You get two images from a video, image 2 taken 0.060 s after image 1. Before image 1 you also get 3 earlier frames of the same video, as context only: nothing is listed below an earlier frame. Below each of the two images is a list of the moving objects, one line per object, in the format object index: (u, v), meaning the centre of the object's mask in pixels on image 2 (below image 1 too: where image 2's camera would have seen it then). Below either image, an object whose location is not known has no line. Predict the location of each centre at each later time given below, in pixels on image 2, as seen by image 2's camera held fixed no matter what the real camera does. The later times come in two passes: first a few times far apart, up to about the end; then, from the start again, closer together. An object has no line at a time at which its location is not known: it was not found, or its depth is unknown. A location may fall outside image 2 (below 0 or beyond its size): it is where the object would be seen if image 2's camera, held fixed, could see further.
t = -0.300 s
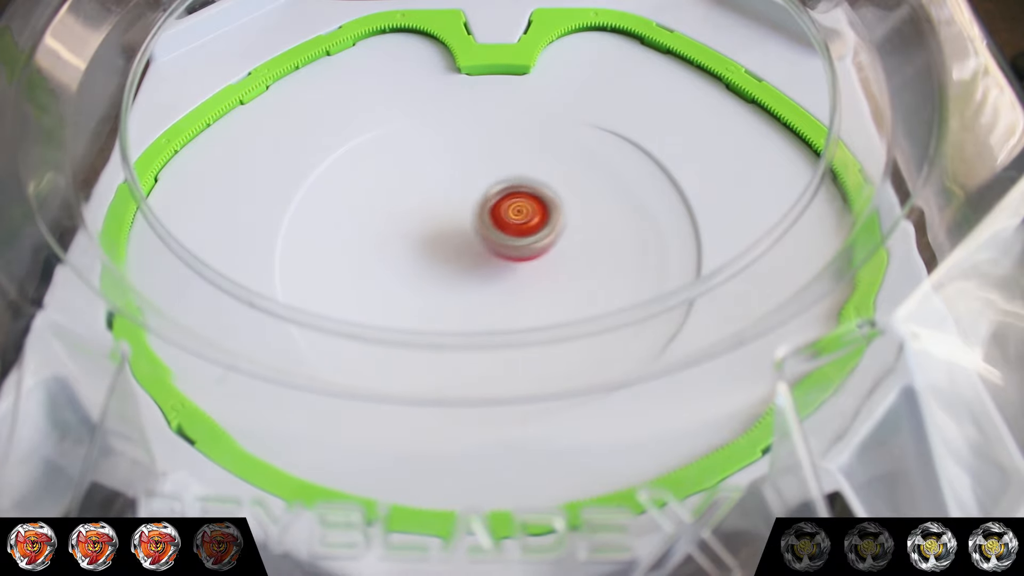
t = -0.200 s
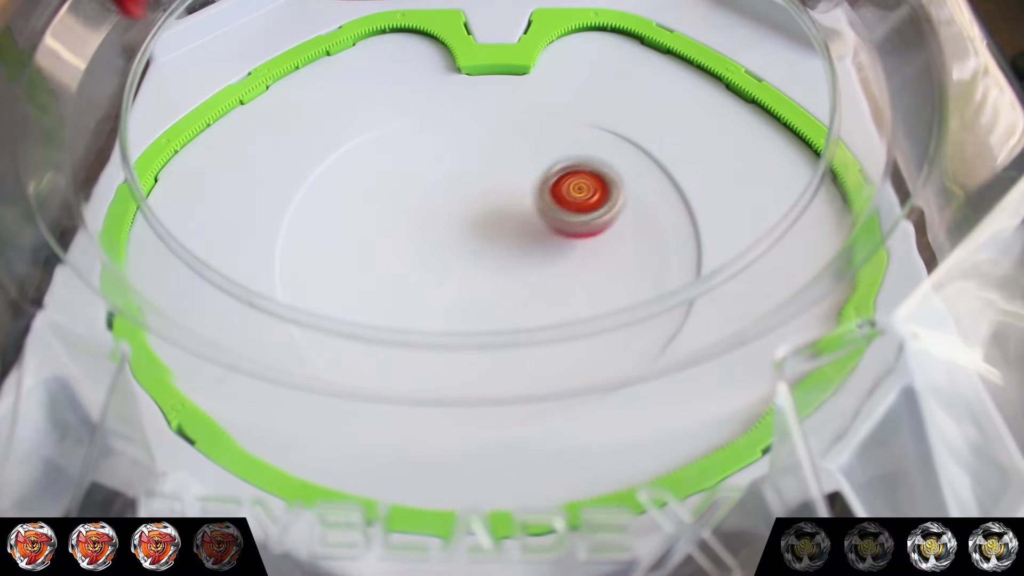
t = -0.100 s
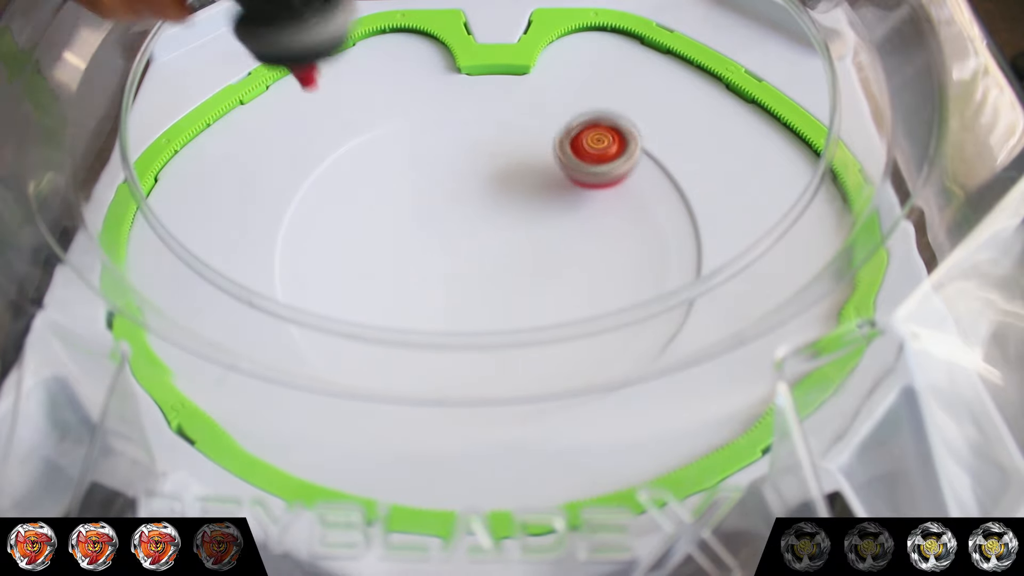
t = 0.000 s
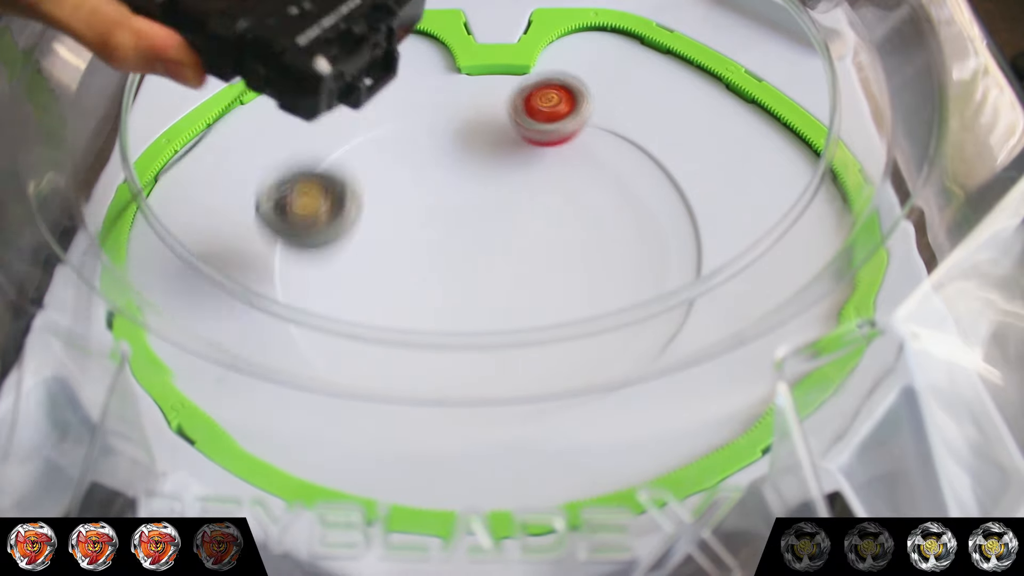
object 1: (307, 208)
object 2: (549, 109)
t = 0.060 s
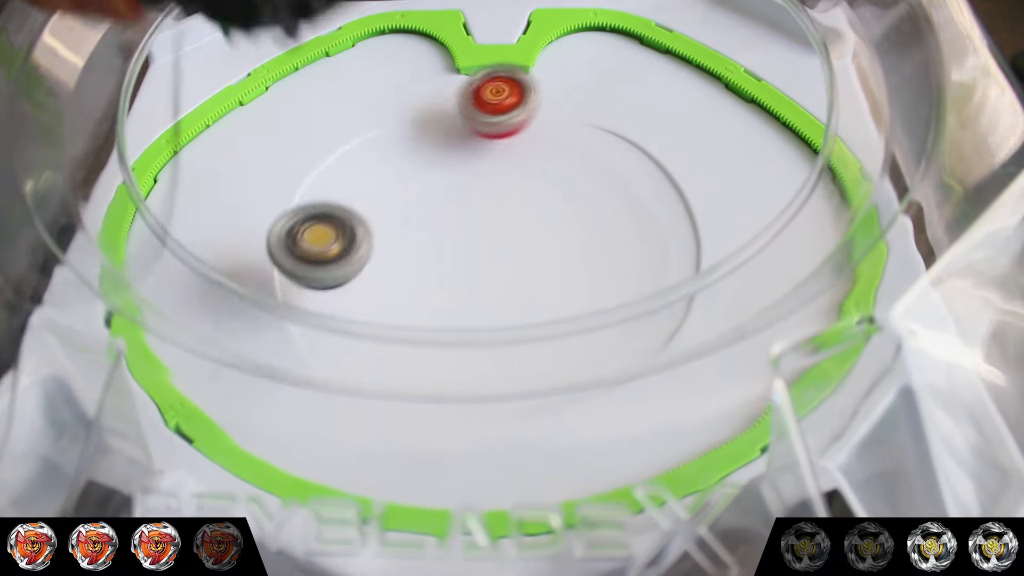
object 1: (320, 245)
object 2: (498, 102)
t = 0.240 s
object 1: (465, 281)
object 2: (369, 184)
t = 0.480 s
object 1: (635, 105)
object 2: (522, 332)
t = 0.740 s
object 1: (514, 159)
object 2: (661, 151)
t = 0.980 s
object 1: (390, 456)
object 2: (406, 68)
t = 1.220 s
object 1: (689, 165)
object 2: (222, 174)
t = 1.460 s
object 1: (381, 204)
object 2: (219, 367)
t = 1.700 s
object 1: (311, 330)
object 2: (799, 314)
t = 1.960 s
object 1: (715, 127)
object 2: (380, 223)
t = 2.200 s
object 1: (648, 89)
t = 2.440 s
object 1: (433, 69)
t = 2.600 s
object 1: (405, 85)
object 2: (529, 50)
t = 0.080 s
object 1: (328, 241)
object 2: (479, 104)
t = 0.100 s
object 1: (340, 242)
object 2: (459, 107)
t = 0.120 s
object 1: (353, 249)
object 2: (442, 112)
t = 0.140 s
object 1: (368, 263)
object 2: (425, 120)
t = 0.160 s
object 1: (383, 280)
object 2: (409, 130)
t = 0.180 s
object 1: (401, 289)
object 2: (395, 141)
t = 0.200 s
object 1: (421, 286)
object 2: (385, 154)
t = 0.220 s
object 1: (443, 286)
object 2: (375, 169)
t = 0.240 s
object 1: (465, 281)
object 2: (369, 184)
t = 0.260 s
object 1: (488, 275)
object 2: (364, 200)
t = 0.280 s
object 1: (511, 265)
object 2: (363, 217)
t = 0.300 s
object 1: (533, 254)
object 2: (364, 235)
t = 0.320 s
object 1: (553, 241)
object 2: (370, 252)
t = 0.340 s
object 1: (572, 226)
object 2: (378, 267)
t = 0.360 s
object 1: (589, 210)
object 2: (390, 282)
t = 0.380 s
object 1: (602, 193)
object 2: (405, 296)
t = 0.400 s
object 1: (615, 175)
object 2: (425, 302)
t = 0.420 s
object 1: (624, 158)
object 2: (446, 319)
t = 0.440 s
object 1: (630, 139)
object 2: (469, 326)
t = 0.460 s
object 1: (635, 123)
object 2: (495, 331)
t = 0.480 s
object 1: (635, 105)
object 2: (522, 332)
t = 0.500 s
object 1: (630, 89)
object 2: (548, 329)
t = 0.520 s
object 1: (625, 79)
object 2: (574, 325)
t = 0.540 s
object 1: (619, 73)
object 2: (598, 317)
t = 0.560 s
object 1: (611, 60)
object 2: (623, 306)
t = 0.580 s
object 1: (603, 50)
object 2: (644, 291)
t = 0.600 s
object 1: (594, 38)
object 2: (661, 277)
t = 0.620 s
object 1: (584, 27)
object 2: (677, 259)
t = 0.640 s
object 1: (573, 20)
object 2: (689, 241)
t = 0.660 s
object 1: (562, 24)
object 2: (695, 224)
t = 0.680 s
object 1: (552, 43)
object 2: (694, 204)
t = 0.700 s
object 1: (541, 73)
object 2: (686, 186)
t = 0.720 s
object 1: (529, 111)
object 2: (674, 168)
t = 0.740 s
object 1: (514, 159)
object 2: (661, 151)
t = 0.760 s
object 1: (502, 186)
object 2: (645, 134)
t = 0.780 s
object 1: (488, 217)
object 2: (628, 118)
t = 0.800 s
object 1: (471, 259)
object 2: (609, 105)
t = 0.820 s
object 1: (456, 291)
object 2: (589, 93)
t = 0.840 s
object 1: (440, 316)
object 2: (566, 83)
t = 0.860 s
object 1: (423, 351)
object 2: (543, 78)
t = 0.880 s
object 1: (408, 380)
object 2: (519, 73)
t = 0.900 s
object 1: (397, 397)
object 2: (496, 68)
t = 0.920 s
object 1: (386, 421)
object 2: (472, 65)
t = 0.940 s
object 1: (376, 450)
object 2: (448, 66)
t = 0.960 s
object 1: (372, 459)
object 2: (426, 66)
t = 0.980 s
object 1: (390, 456)
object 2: (406, 68)
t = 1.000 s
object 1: (418, 449)
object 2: (382, 74)
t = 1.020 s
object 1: (448, 427)
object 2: (362, 76)
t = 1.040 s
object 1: (479, 406)
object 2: (343, 83)
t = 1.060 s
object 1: (510, 389)
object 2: (326, 90)
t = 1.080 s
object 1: (539, 367)
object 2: (310, 97)
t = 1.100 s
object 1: (569, 346)
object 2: (295, 107)
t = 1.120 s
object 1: (598, 322)
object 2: (281, 116)
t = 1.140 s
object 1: (623, 295)
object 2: (268, 126)
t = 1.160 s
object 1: (643, 262)
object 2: (255, 138)
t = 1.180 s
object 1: (667, 232)
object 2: (243, 148)
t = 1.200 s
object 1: (681, 198)
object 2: (230, 160)
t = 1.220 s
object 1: (689, 165)
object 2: (222, 174)
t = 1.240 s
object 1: (675, 132)
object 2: (212, 188)
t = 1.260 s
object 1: (662, 106)
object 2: (200, 202)
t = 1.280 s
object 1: (647, 86)
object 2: (201, 216)
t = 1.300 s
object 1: (633, 65)
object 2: (189, 234)
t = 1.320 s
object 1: (622, 41)
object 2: (181, 253)
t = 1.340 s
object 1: (610, 24)
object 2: (182, 267)
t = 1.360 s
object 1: (598, 14)
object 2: (185, 281)
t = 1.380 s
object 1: (562, 26)
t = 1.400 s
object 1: (521, 53)
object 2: (187, 322)
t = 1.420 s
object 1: (479, 92)
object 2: (196, 336)
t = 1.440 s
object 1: (432, 141)
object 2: (206, 353)
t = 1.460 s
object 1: (381, 204)
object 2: (219, 367)
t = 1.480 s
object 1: (335, 237)
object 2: (234, 382)
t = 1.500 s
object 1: (291, 272)
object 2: (254, 396)
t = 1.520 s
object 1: (267, 297)
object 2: (276, 408)
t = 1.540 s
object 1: (250, 309)
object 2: (302, 434)
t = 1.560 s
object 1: (228, 323)
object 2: (334, 453)
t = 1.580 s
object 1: (210, 342)
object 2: (410, 452)
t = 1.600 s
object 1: (195, 365)
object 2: (486, 450)
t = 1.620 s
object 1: (200, 378)
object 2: (562, 441)
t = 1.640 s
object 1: (225, 367)
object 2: (630, 430)
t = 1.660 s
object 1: (251, 358)
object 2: (697, 415)
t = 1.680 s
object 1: (280, 345)
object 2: (752, 378)
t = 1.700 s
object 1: (311, 330)
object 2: (799, 314)
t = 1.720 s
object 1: (337, 321)
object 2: (841, 253)
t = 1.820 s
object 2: (663, 24)
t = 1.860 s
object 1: (552, 214)
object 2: (551, 29)
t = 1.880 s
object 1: (576, 190)
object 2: (533, 72)
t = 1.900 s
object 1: (597, 164)
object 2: (517, 128)
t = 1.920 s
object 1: (642, 153)
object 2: (475, 162)
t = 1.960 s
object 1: (715, 127)
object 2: (380, 223)
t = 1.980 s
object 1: (744, 124)
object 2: (332, 249)
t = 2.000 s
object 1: (771, 124)
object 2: (294, 266)
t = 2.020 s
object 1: (791, 126)
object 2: (259, 282)
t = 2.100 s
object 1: (764, 89)
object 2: (204, 347)
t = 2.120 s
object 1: (741, 92)
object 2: (245, 345)
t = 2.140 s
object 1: (715, 100)
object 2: (280, 356)
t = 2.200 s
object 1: (648, 89)
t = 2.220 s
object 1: (627, 88)
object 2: (417, 335)
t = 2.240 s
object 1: (604, 93)
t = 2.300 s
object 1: (537, 85)
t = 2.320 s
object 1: (517, 81)
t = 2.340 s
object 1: (498, 78)
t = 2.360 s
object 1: (481, 75)
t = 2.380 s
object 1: (467, 73)
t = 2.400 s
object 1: (453, 71)
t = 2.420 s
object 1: (442, 70)
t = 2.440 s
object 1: (433, 69)
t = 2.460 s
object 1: (424, 68)
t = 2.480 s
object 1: (417, 68)
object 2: (584, 129)
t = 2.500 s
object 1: (412, 68)
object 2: (579, 113)
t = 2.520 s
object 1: (409, 69)
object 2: (572, 99)
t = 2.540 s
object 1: (407, 71)
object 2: (563, 85)
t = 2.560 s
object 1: (406, 74)
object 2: (552, 73)
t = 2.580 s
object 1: (405, 79)
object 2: (541, 61)
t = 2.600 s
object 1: (405, 85)
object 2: (529, 50)
